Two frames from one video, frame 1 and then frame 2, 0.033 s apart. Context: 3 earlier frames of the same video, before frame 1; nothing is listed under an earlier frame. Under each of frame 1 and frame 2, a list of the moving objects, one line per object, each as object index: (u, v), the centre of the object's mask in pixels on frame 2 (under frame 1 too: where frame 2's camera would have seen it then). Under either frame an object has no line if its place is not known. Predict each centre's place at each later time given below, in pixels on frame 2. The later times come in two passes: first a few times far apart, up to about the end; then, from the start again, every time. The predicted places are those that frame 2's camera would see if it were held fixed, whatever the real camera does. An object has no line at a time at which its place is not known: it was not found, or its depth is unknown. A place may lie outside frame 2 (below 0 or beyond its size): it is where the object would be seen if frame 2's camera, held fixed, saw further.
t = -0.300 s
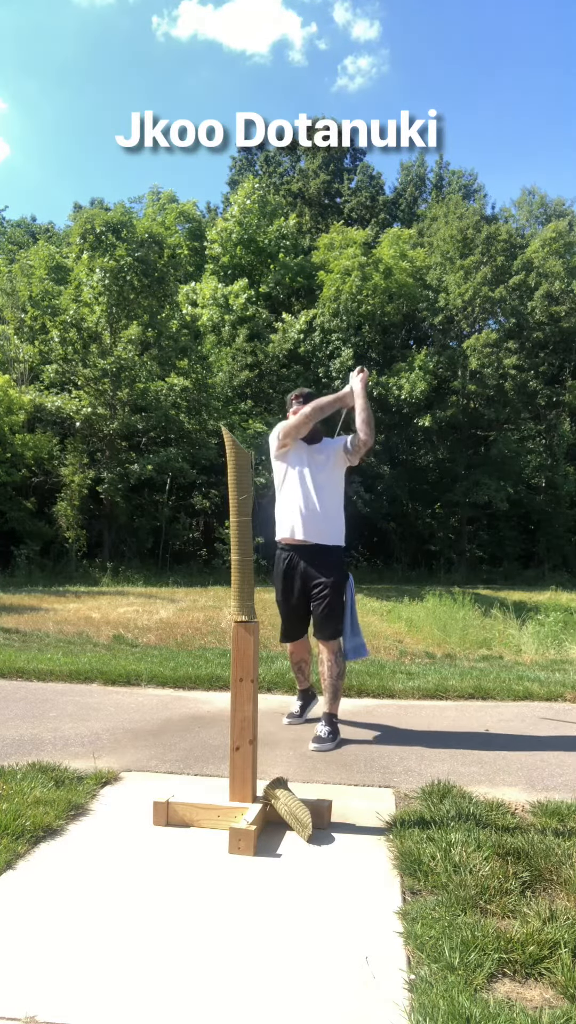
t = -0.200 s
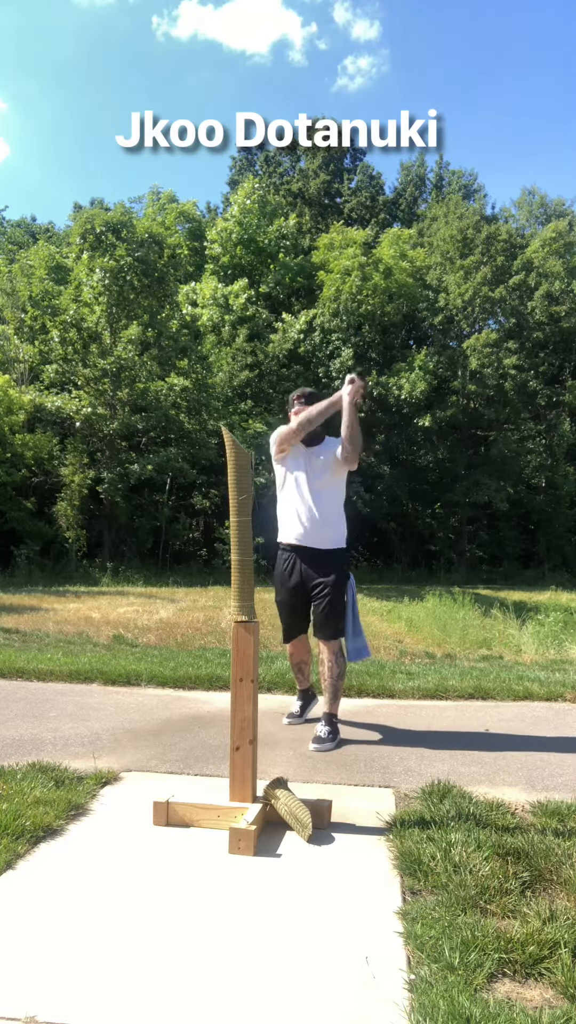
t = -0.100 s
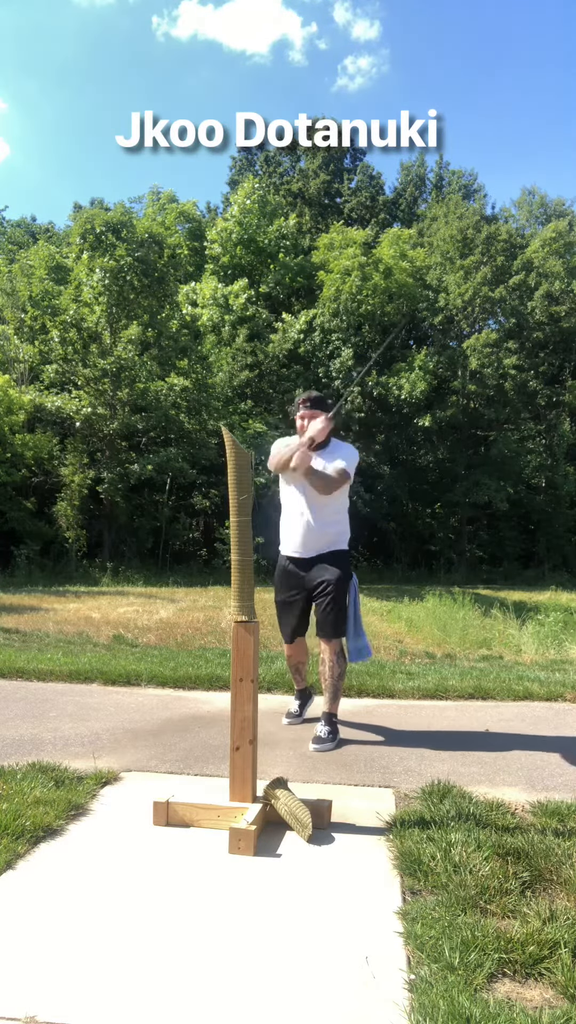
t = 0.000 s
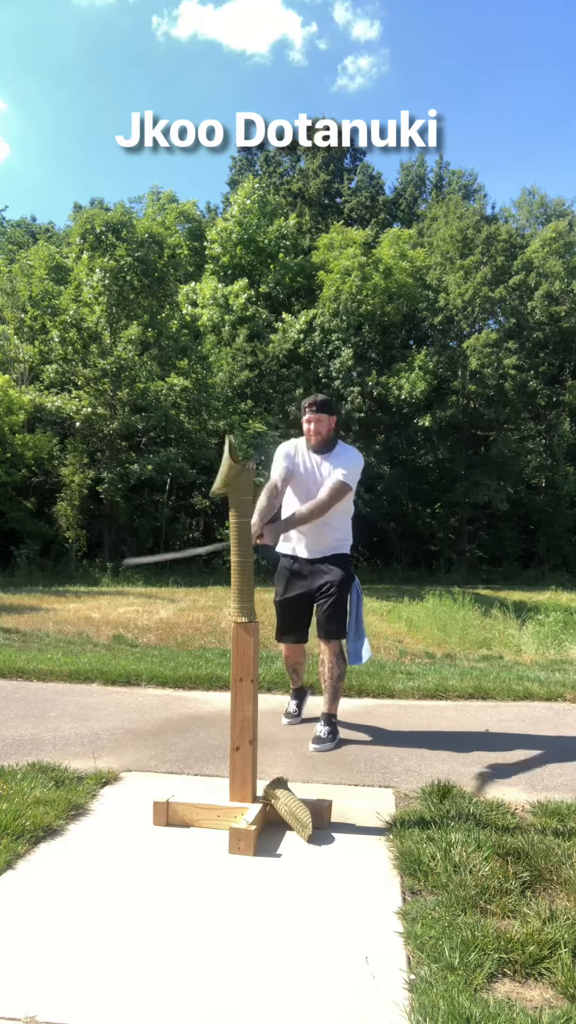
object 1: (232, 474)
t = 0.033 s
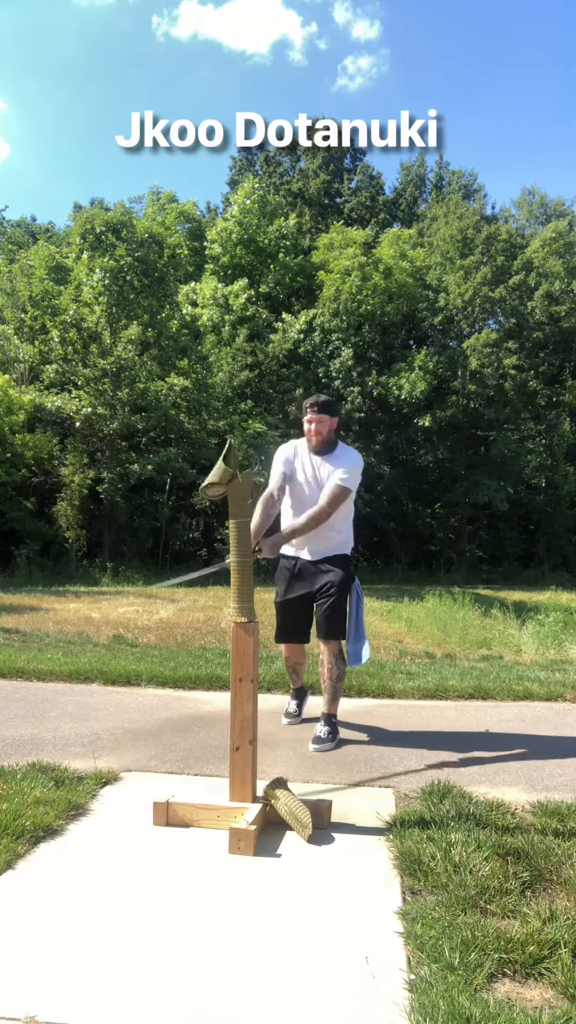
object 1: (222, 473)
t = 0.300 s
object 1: (185, 575)
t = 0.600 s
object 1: (137, 779)
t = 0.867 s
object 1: (121, 793)
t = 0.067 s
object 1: (216, 477)
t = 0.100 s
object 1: (210, 483)
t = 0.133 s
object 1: (205, 492)
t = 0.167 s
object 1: (202, 503)
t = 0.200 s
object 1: (196, 515)
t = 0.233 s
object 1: (191, 532)
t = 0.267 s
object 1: (189, 552)
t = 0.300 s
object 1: (185, 575)
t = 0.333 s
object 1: (181, 602)
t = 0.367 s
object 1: (177, 633)
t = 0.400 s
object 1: (173, 666)
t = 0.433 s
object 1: (168, 703)
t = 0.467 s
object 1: (162, 741)
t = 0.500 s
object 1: (156, 779)
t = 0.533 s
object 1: (149, 782)
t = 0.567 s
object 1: (143, 777)
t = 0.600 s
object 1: (137, 779)
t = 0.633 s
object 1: (131, 783)
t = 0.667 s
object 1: (127, 787)
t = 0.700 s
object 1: (123, 793)
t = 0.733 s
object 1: (122, 795)
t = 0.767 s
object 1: (122, 795)
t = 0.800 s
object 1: (120, 794)
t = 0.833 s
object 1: (120, 792)
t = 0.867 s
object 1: (121, 793)
